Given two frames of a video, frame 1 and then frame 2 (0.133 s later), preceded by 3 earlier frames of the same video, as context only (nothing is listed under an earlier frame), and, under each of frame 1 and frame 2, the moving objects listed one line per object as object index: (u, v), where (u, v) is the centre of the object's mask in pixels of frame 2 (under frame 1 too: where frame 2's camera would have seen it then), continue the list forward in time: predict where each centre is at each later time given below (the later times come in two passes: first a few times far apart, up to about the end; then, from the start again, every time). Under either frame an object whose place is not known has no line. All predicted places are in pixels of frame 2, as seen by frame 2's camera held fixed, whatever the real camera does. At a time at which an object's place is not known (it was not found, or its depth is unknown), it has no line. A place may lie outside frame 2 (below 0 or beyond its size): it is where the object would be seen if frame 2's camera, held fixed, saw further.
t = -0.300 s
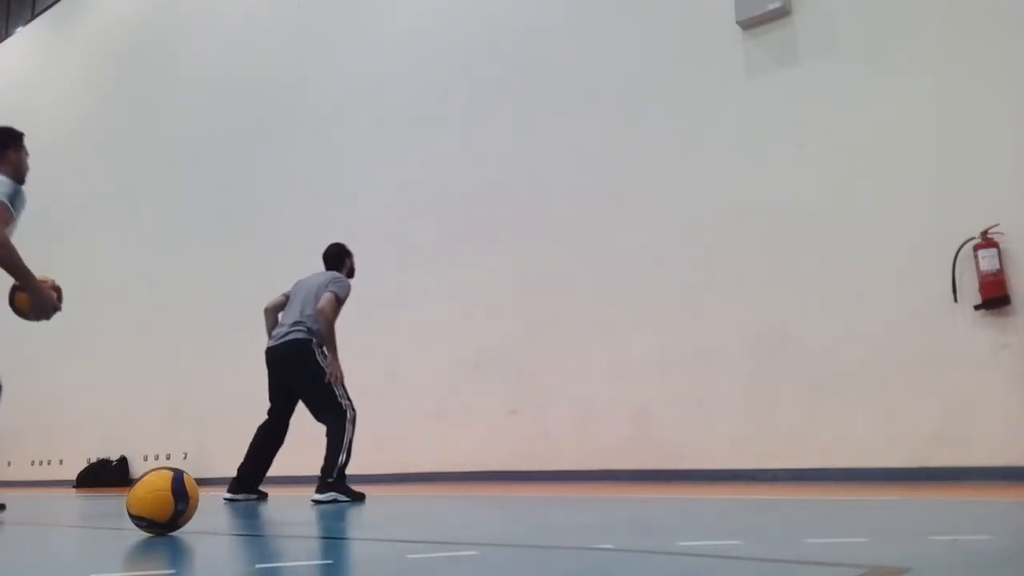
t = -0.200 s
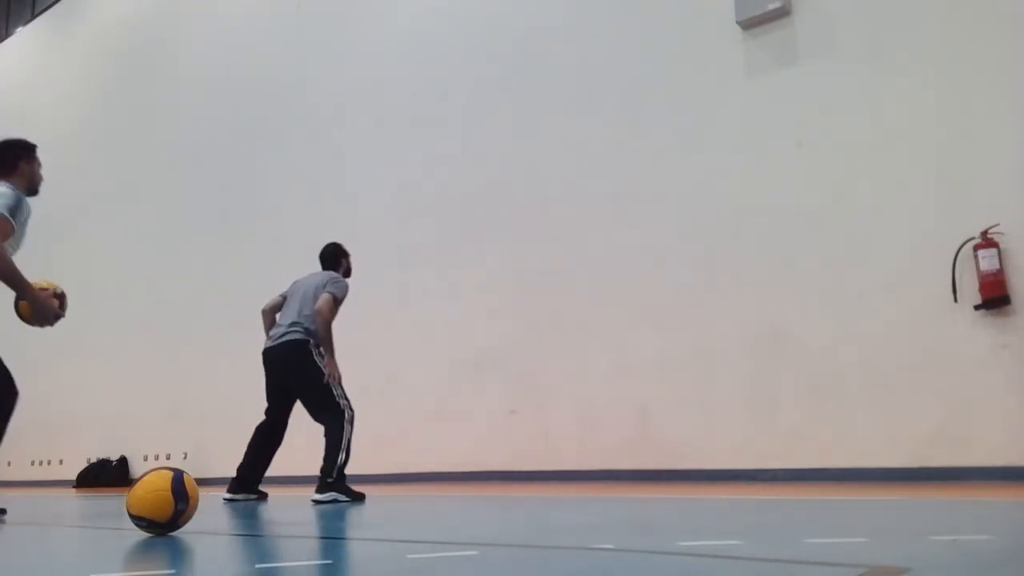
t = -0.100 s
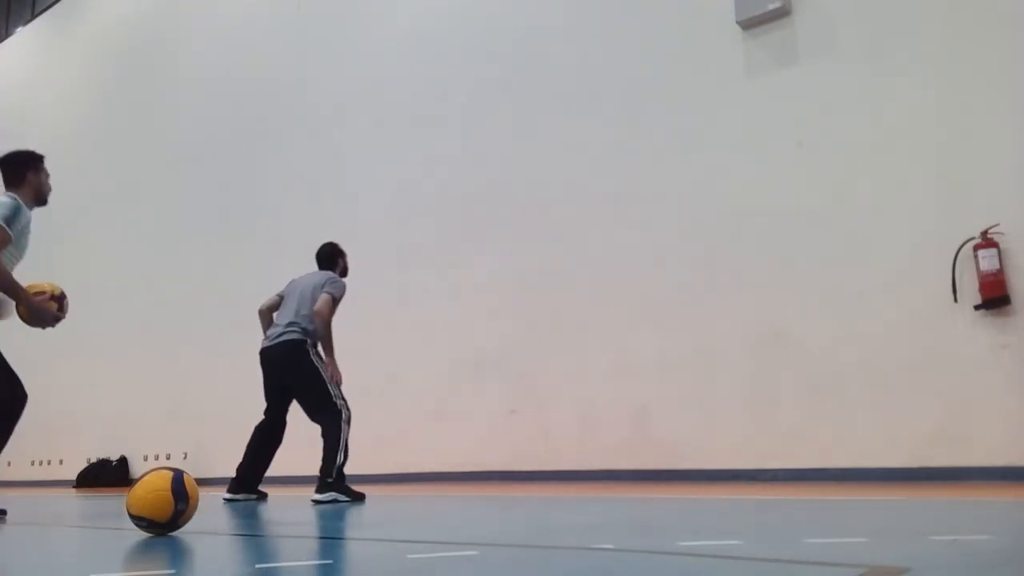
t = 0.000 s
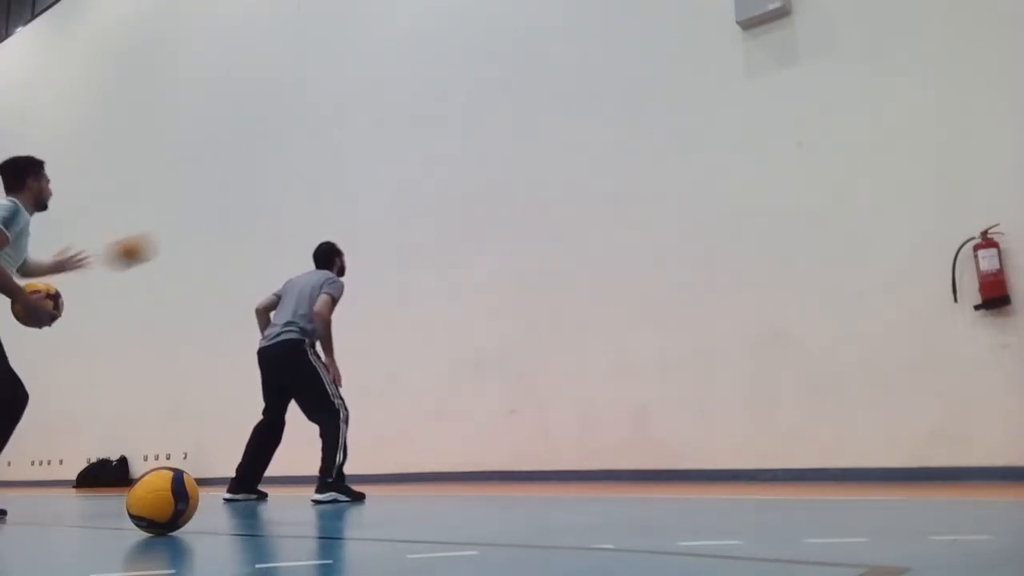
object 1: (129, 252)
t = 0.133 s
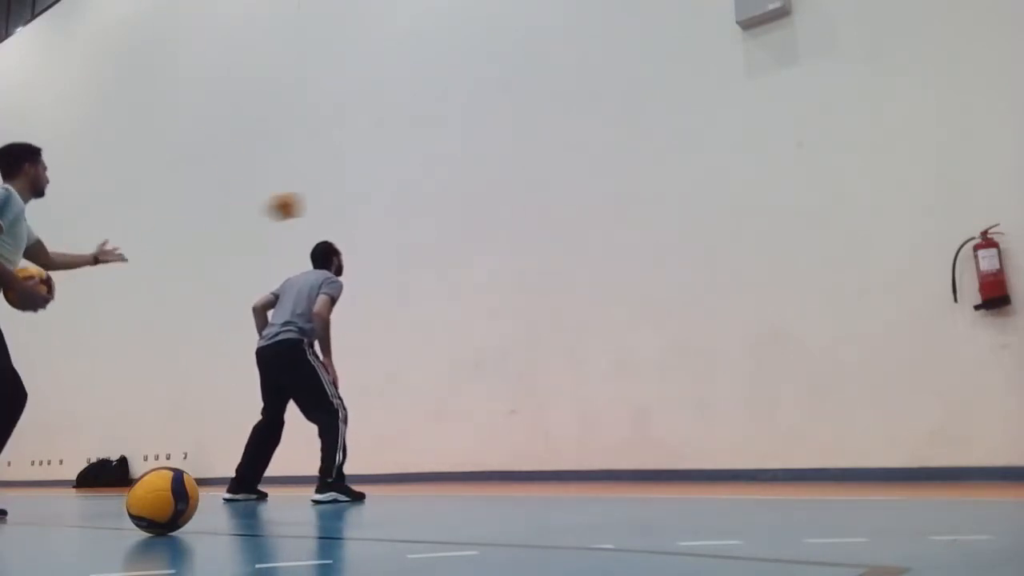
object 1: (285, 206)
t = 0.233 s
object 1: (375, 193)
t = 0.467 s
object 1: (533, 209)
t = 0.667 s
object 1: (514, 199)
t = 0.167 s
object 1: (317, 201)
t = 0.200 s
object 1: (348, 196)
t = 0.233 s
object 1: (375, 193)
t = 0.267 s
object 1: (401, 192)
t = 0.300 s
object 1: (427, 193)
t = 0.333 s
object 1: (450, 194)
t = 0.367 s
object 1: (472, 196)
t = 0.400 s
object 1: (494, 200)
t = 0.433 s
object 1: (514, 204)
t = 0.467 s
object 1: (533, 209)
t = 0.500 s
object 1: (550, 214)
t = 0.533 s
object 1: (541, 207)
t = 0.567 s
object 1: (534, 203)
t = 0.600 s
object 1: (528, 200)
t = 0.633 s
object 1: (521, 199)
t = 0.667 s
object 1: (514, 199)
